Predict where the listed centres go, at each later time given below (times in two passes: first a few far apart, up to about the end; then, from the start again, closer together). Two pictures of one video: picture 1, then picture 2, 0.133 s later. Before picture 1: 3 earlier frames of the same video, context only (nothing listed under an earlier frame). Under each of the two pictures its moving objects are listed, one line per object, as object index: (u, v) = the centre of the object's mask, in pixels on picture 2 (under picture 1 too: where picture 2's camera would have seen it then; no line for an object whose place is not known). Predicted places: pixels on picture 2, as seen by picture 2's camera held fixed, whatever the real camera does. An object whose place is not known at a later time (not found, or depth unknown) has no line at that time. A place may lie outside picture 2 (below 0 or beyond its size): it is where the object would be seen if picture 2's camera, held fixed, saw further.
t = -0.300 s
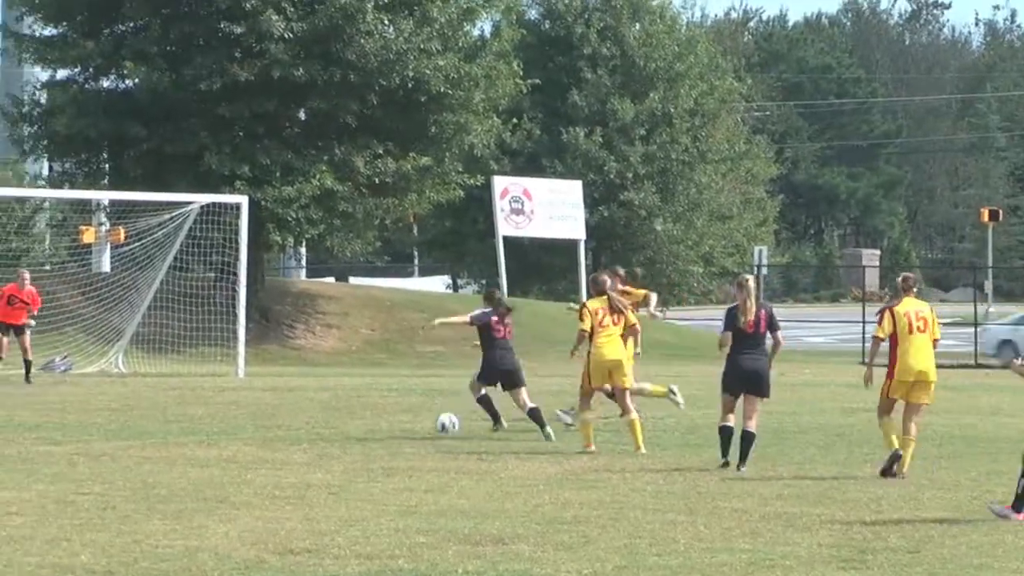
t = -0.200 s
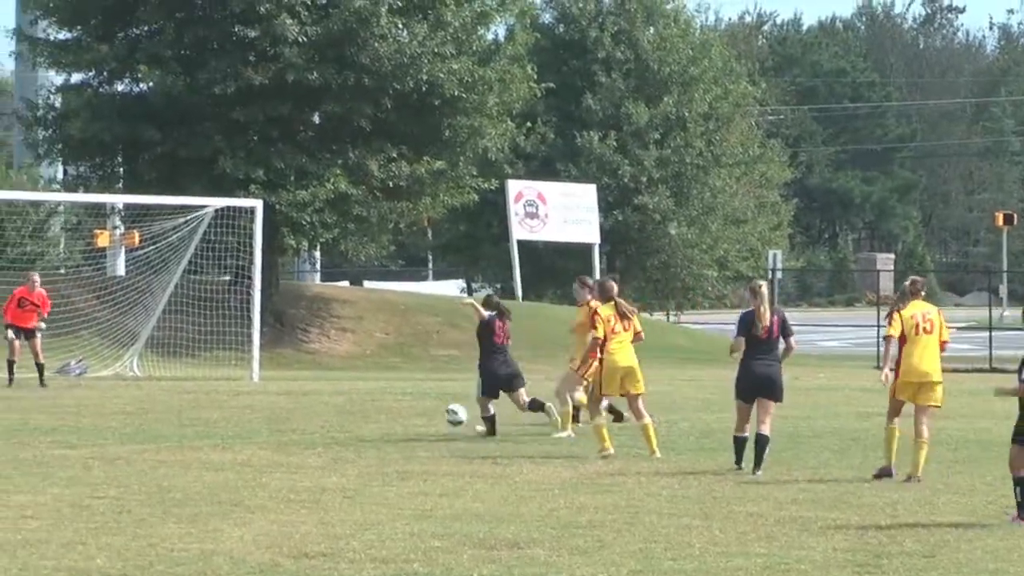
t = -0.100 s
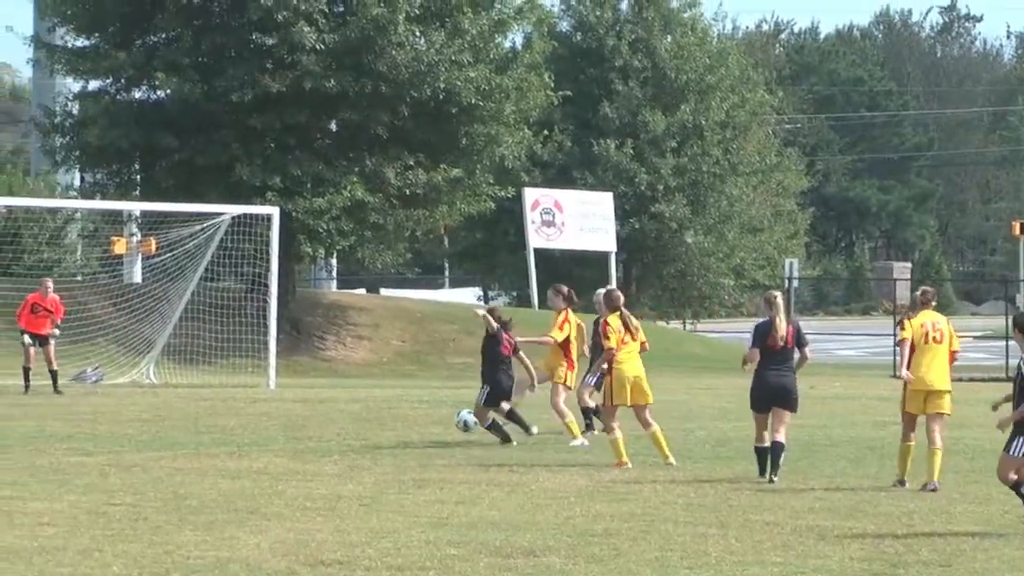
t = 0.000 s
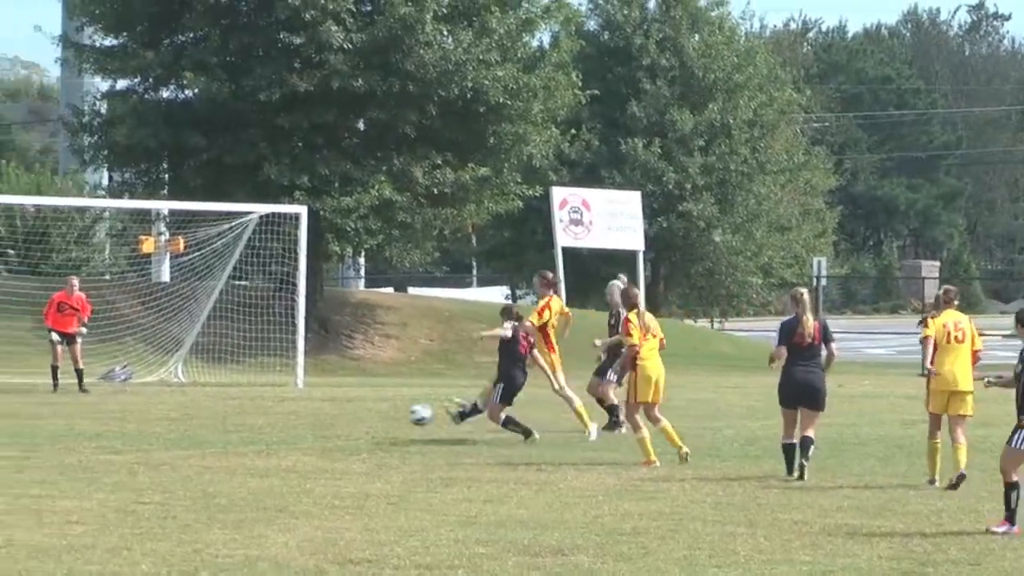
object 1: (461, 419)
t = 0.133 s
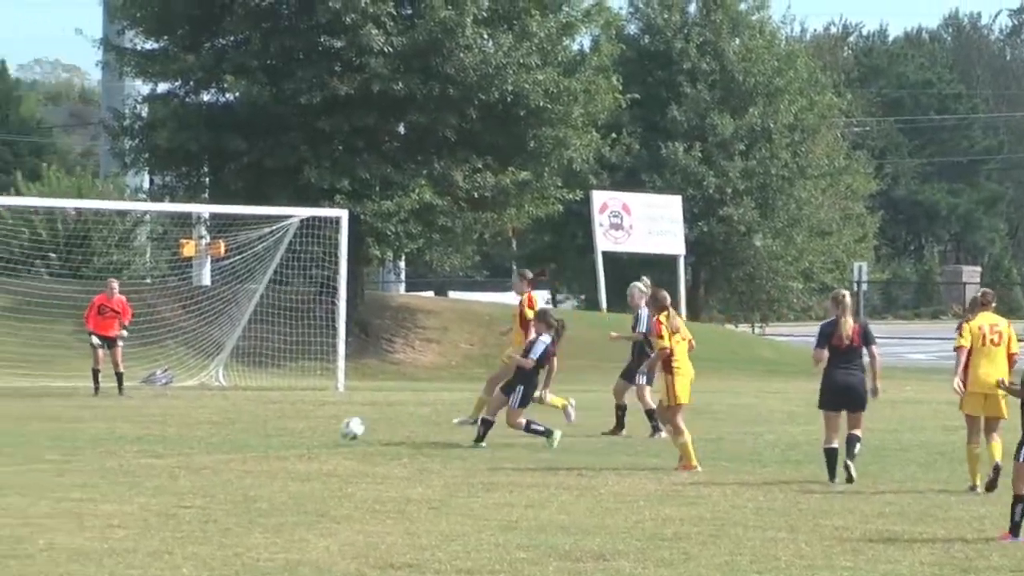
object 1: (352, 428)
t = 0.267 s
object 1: (259, 427)
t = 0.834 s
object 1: (-44, 423)
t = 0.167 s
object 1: (325, 434)
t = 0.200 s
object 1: (299, 436)
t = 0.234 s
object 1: (278, 433)
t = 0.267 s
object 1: (259, 427)
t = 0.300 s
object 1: (238, 423)
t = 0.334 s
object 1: (218, 420)
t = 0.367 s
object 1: (199, 418)
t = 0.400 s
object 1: (179, 418)
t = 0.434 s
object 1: (160, 418)
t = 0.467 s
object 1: (139, 420)
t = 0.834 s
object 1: (-44, 423)
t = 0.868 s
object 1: (-59, 426)
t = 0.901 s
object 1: (-73, 430)
